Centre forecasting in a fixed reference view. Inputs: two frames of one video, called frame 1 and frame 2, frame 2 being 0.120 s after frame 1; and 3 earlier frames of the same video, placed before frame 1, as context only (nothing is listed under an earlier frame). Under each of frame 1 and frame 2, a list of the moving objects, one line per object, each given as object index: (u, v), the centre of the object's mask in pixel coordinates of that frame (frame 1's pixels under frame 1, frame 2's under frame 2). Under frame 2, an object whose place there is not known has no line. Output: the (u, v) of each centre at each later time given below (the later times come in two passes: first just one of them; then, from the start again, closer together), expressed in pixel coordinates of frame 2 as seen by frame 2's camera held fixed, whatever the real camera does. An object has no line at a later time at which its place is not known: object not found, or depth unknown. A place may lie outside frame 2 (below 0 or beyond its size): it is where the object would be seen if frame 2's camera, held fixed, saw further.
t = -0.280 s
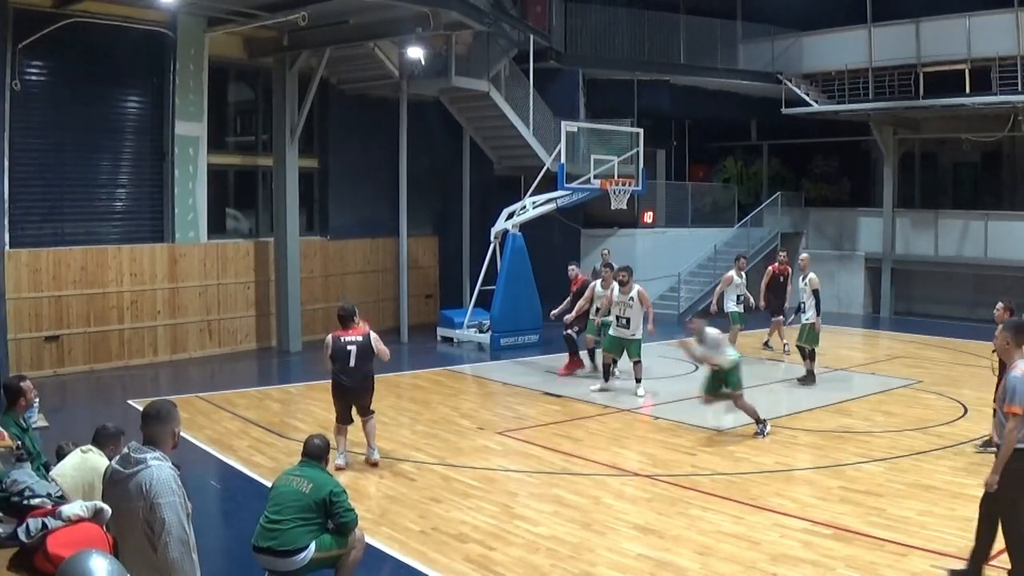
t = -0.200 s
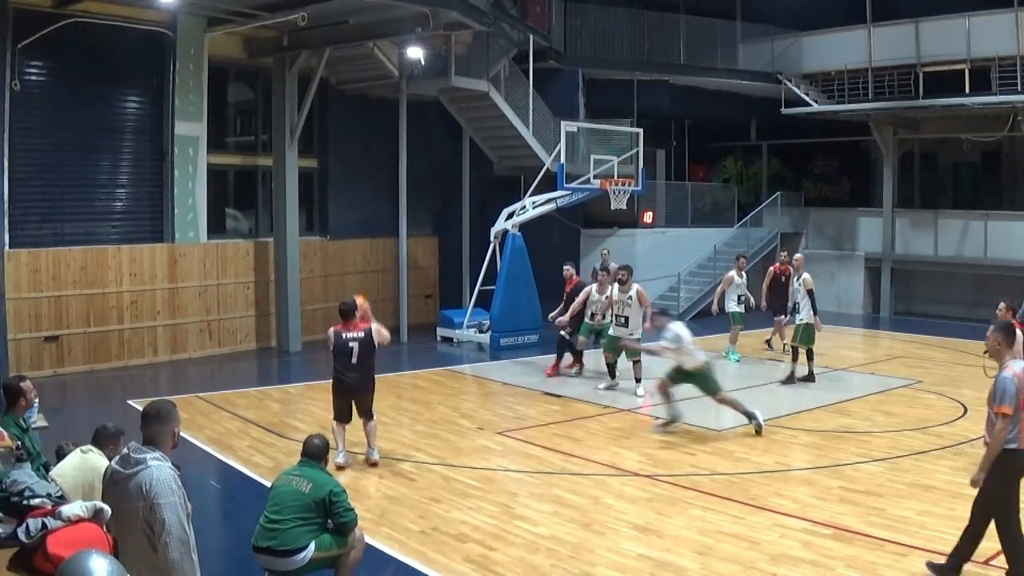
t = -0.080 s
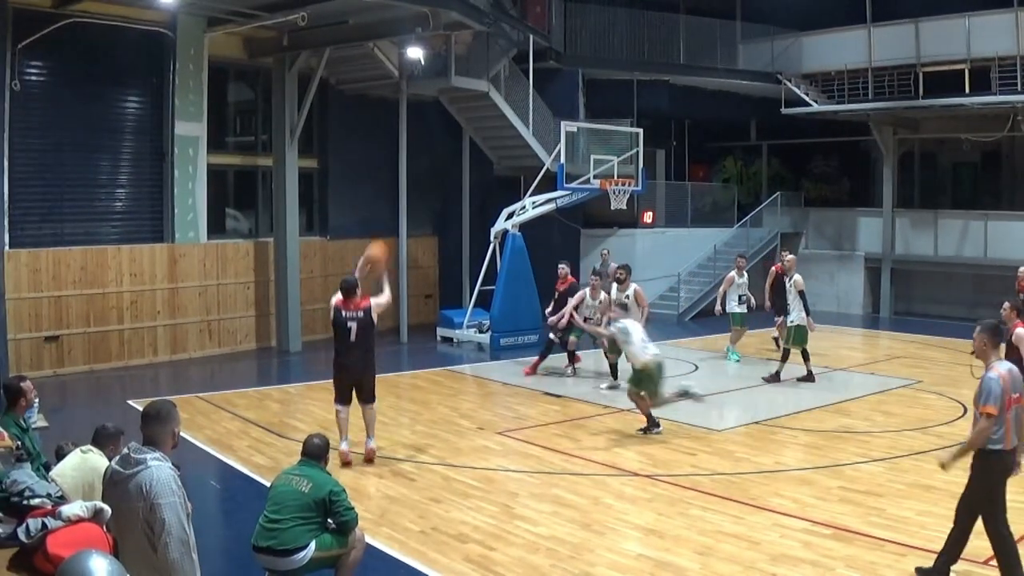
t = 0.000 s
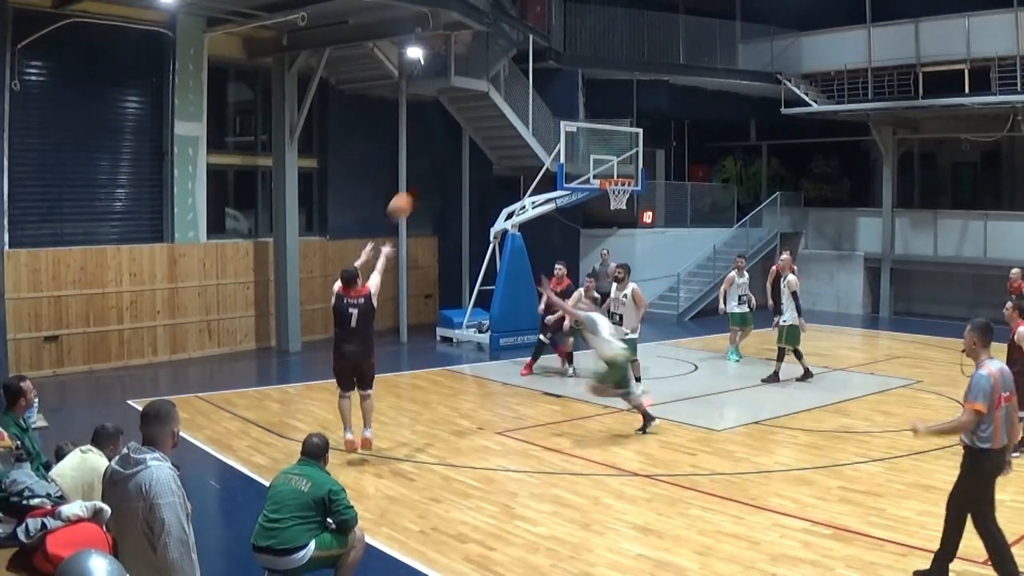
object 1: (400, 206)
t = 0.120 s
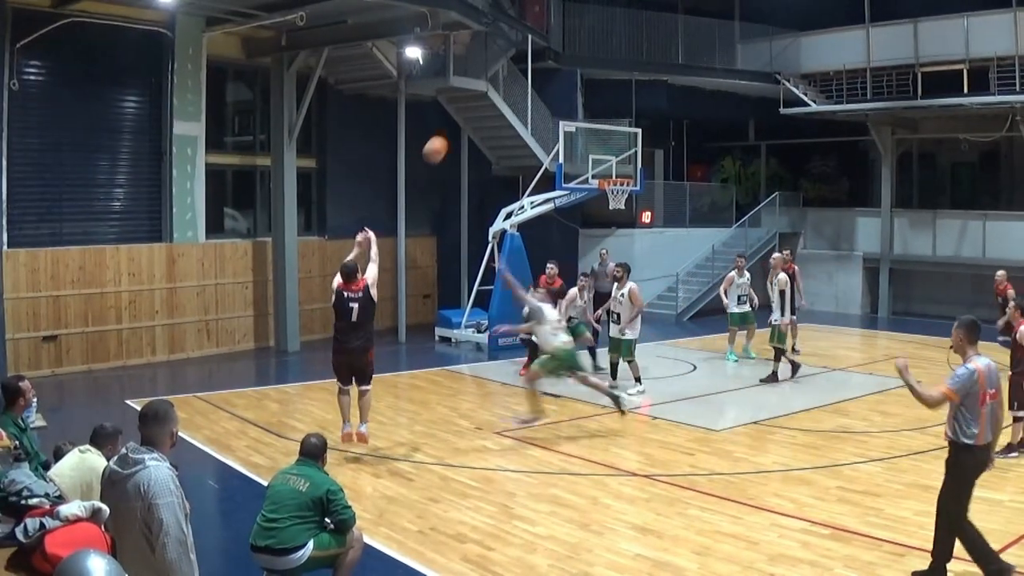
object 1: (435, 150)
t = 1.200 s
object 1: (629, 160)
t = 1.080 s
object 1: (625, 159)
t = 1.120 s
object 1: (629, 170)
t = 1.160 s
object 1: (629, 169)
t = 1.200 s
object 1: (629, 160)
